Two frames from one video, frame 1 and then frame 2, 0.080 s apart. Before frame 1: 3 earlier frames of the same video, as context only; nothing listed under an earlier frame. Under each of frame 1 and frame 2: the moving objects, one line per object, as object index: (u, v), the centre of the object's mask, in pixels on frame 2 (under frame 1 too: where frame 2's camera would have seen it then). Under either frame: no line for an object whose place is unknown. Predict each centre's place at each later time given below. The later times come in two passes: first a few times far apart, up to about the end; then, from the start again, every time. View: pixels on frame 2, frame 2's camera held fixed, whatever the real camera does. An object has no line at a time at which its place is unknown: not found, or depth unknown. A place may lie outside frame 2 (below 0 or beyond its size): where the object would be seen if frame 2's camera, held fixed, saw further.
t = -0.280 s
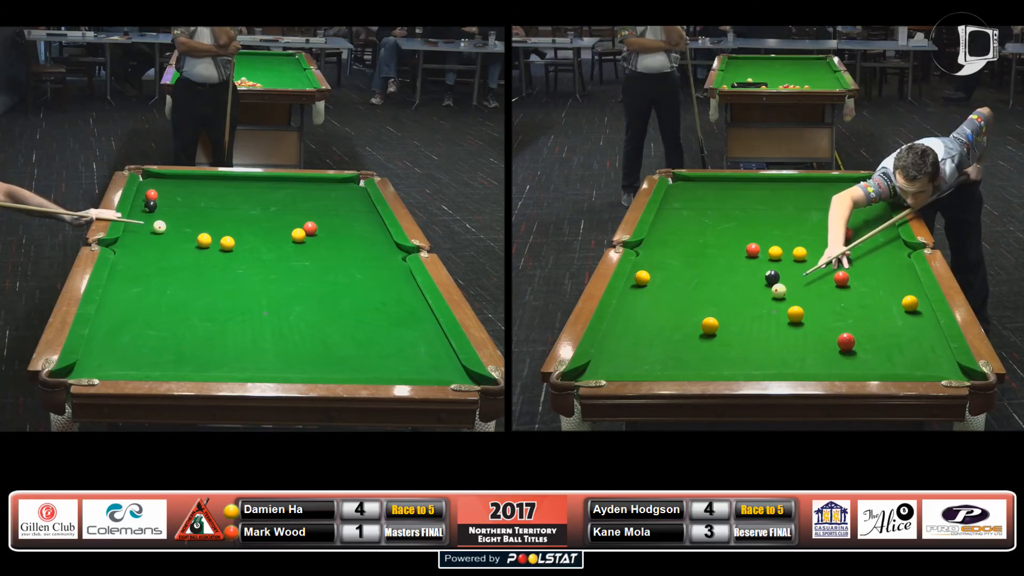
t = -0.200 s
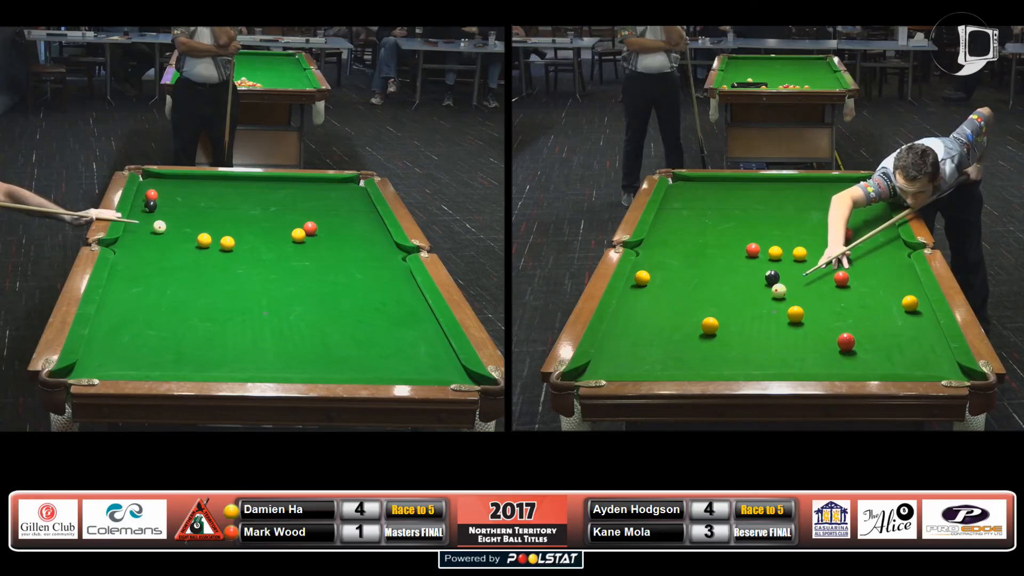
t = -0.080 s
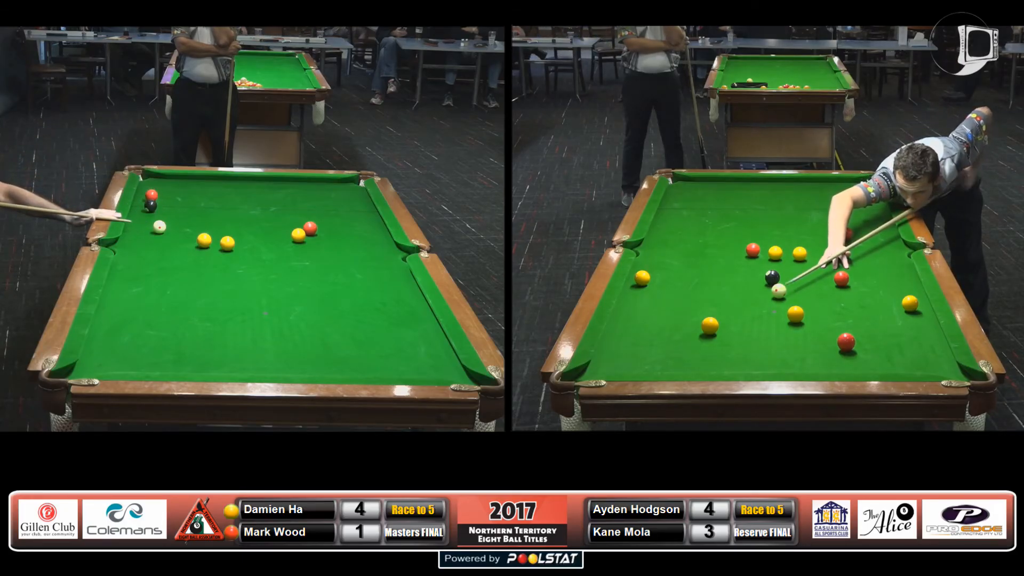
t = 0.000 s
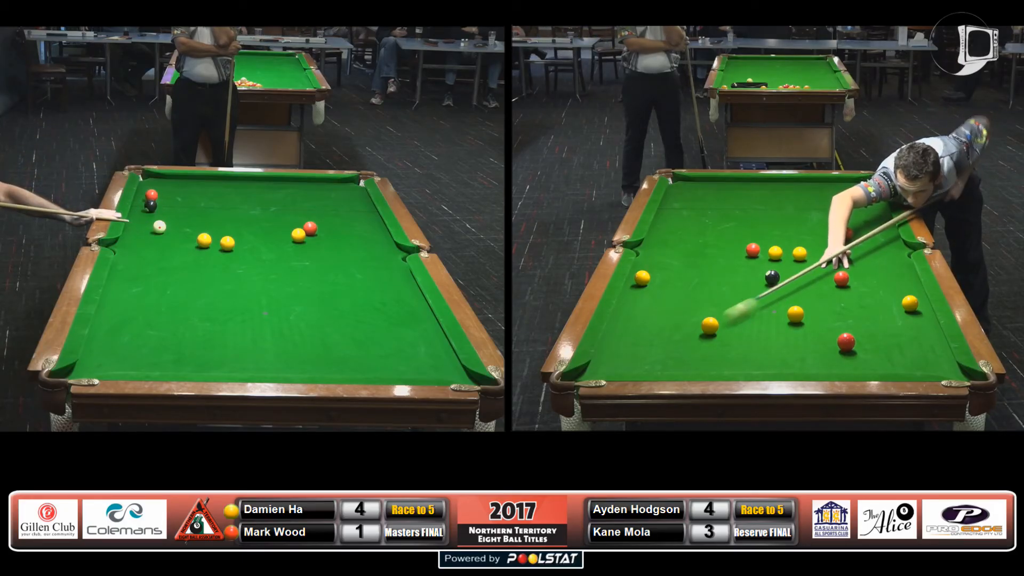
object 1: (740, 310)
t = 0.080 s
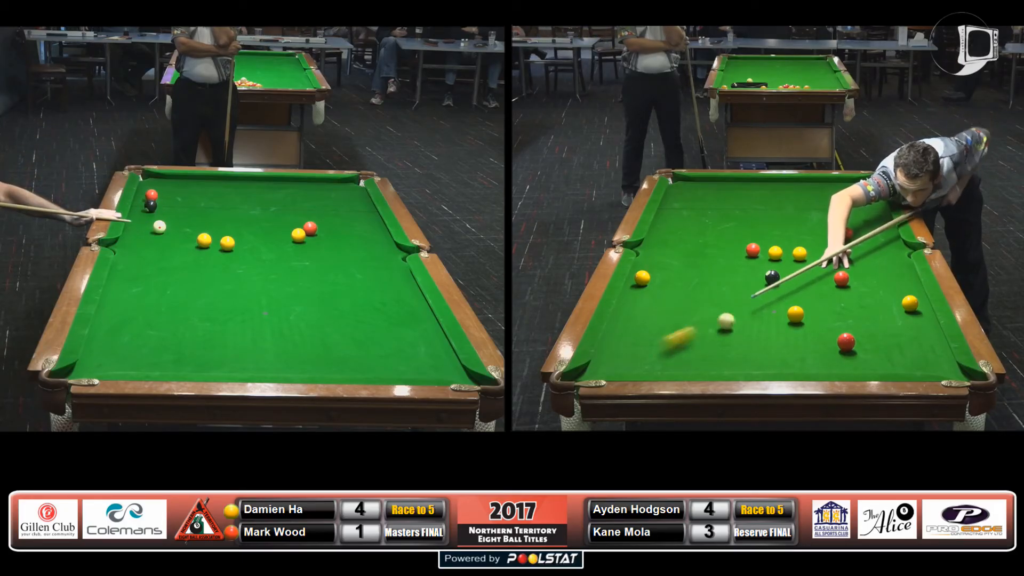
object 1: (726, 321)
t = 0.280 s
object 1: (730, 330)
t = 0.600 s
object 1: (705, 359)
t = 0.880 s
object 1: (693, 364)
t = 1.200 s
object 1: (691, 349)
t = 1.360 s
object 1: (690, 342)
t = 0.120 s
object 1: (729, 322)
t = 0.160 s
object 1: (731, 323)
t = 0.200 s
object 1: (732, 325)
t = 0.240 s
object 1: (732, 327)
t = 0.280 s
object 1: (730, 330)
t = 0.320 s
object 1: (728, 333)
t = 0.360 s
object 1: (725, 337)
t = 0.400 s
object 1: (722, 340)
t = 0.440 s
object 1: (718, 345)
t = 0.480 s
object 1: (715, 348)
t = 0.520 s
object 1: (712, 352)
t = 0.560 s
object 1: (708, 356)
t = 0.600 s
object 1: (705, 359)
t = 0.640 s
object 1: (702, 363)
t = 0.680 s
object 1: (699, 365)
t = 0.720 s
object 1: (696, 368)
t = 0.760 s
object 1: (695, 367)
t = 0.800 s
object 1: (694, 366)
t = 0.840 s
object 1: (694, 365)
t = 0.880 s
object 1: (693, 364)
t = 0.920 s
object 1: (693, 362)
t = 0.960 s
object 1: (693, 360)
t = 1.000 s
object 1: (692, 358)
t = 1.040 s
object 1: (692, 356)
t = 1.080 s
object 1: (692, 354)
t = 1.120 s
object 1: (692, 352)
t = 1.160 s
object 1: (691, 350)
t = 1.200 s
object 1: (691, 349)
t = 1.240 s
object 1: (691, 347)
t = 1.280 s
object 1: (691, 345)
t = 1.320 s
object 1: (690, 344)
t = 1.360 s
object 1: (690, 342)
